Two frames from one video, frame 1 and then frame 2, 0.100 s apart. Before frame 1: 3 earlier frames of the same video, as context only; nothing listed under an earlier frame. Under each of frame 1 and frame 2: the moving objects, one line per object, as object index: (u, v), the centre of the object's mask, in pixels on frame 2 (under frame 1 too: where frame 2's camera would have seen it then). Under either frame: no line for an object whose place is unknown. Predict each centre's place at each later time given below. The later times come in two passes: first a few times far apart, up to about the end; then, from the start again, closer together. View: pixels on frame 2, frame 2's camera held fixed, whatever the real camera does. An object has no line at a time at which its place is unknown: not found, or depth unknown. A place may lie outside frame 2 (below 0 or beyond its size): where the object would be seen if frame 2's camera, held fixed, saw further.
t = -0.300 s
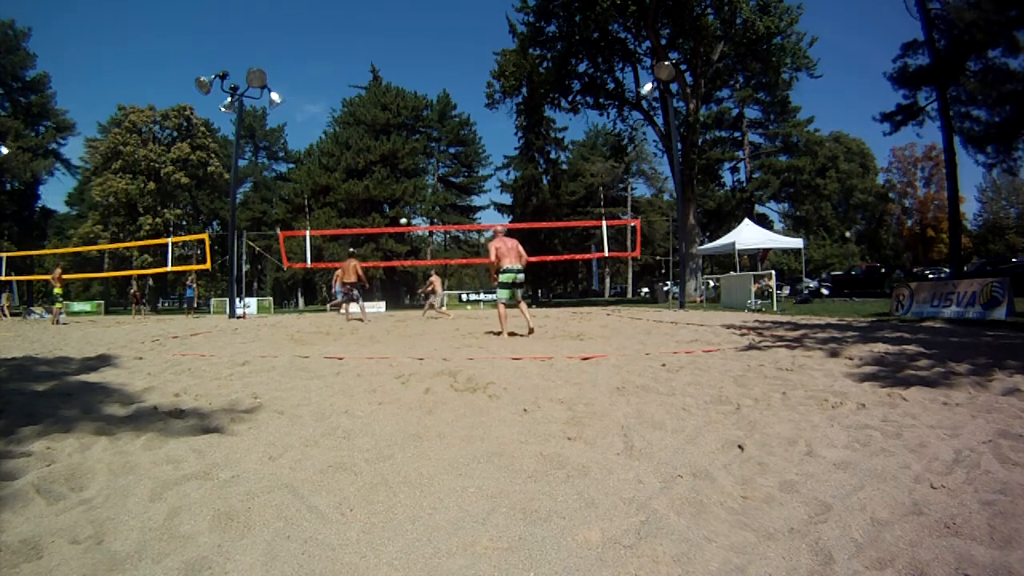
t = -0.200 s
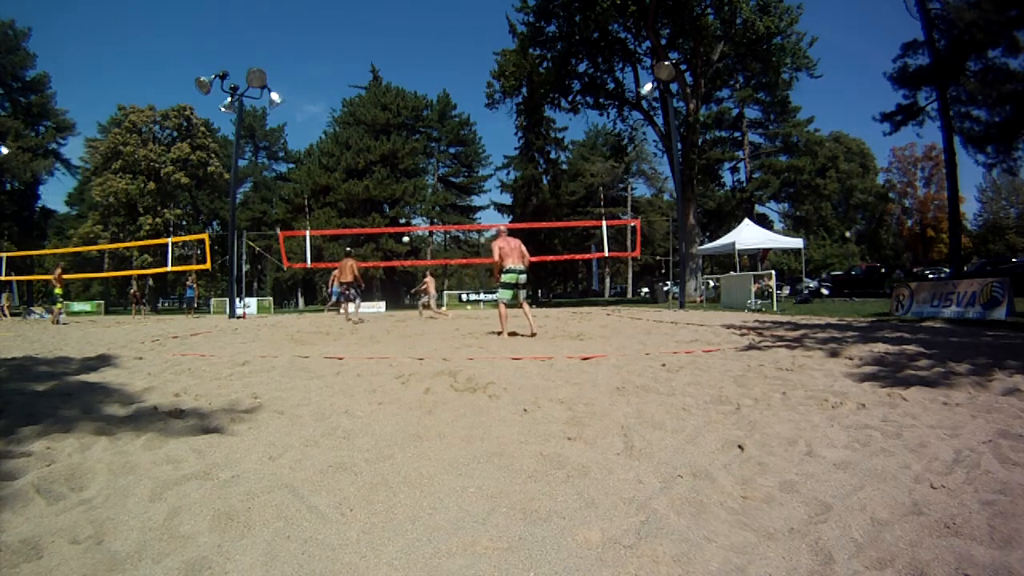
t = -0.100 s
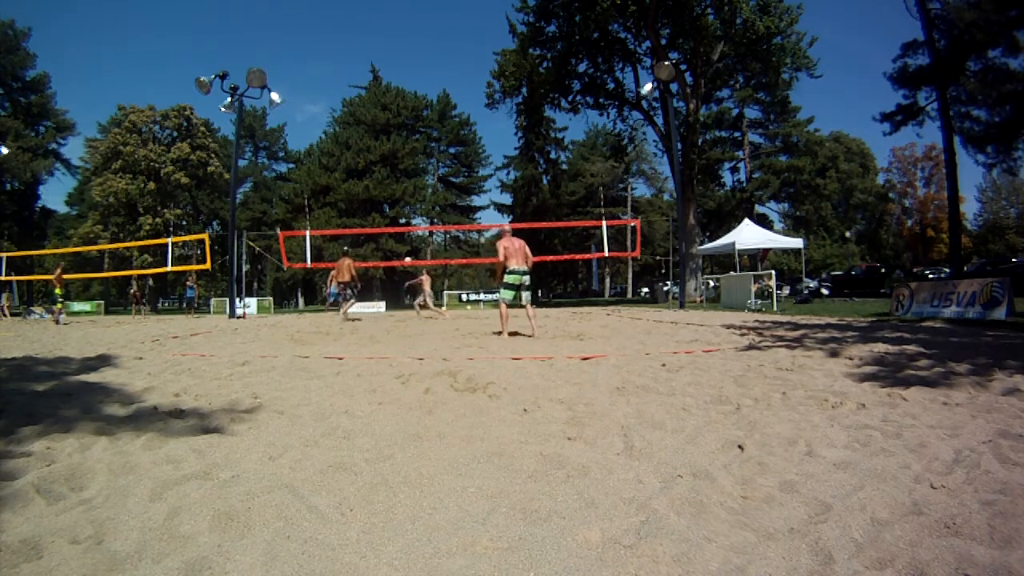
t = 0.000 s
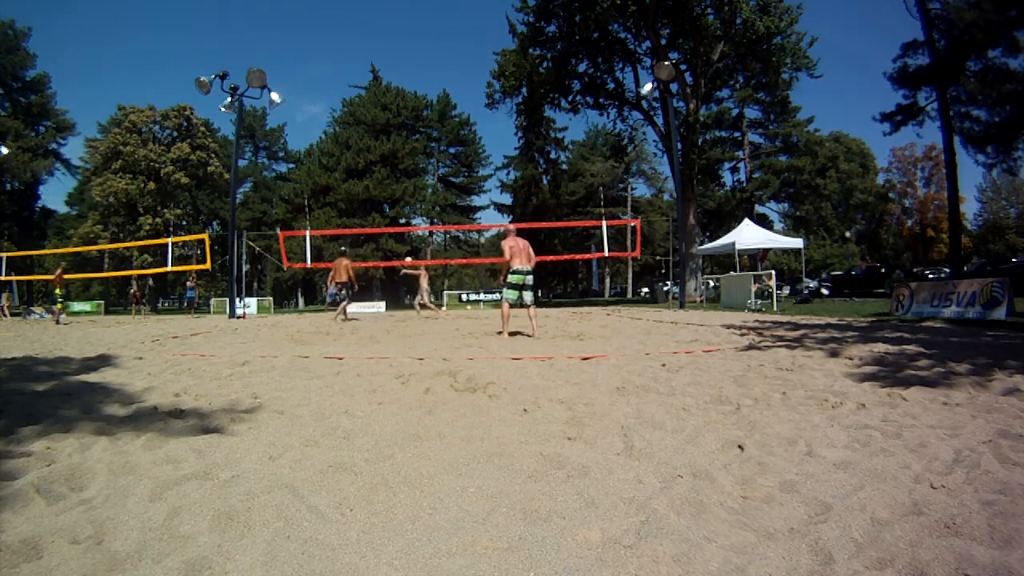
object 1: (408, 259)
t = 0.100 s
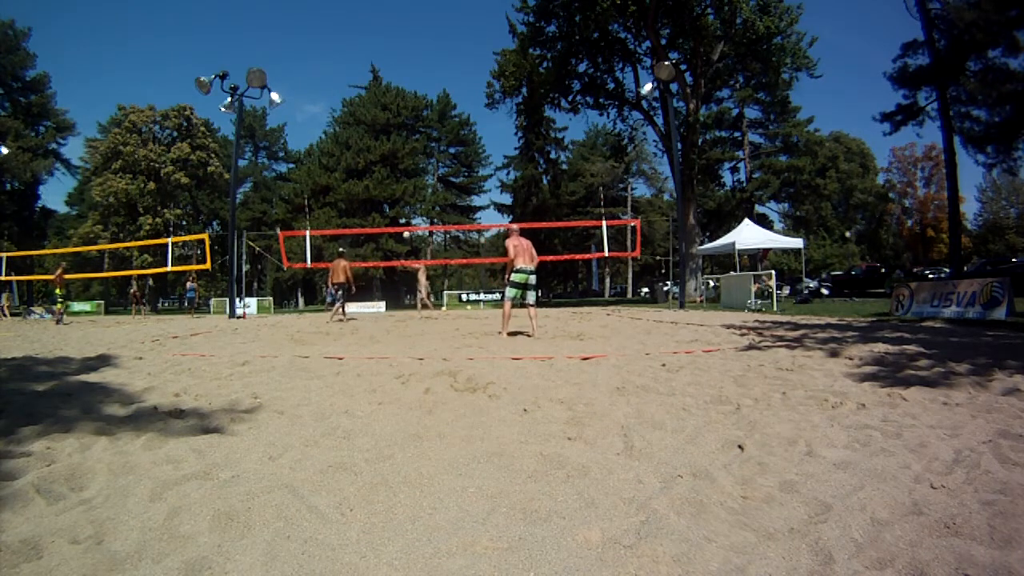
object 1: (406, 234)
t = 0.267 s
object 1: (403, 200)
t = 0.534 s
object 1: (399, 162)
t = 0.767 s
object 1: (395, 147)
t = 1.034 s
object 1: (390, 150)
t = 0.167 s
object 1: (405, 219)
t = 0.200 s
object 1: (404, 212)
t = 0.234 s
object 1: (404, 206)
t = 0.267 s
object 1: (403, 200)
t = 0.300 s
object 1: (403, 194)
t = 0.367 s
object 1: (402, 182)
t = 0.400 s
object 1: (401, 178)
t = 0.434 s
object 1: (400, 174)
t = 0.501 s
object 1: (399, 166)
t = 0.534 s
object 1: (399, 162)
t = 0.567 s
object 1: (398, 159)
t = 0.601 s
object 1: (398, 156)
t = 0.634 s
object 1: (397, 154)
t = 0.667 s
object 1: (397, 152)
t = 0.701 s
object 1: (396, 150)
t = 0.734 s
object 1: (395, 148)
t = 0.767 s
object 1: (395, 147)
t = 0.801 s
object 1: (394, 147)
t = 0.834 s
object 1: (393, 146)
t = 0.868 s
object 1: (393, 146)
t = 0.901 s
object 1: (392, 146)
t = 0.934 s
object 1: (391, 146)
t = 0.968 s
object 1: (391, 147)
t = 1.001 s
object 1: (390, 148)
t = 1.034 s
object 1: (390, 150)
